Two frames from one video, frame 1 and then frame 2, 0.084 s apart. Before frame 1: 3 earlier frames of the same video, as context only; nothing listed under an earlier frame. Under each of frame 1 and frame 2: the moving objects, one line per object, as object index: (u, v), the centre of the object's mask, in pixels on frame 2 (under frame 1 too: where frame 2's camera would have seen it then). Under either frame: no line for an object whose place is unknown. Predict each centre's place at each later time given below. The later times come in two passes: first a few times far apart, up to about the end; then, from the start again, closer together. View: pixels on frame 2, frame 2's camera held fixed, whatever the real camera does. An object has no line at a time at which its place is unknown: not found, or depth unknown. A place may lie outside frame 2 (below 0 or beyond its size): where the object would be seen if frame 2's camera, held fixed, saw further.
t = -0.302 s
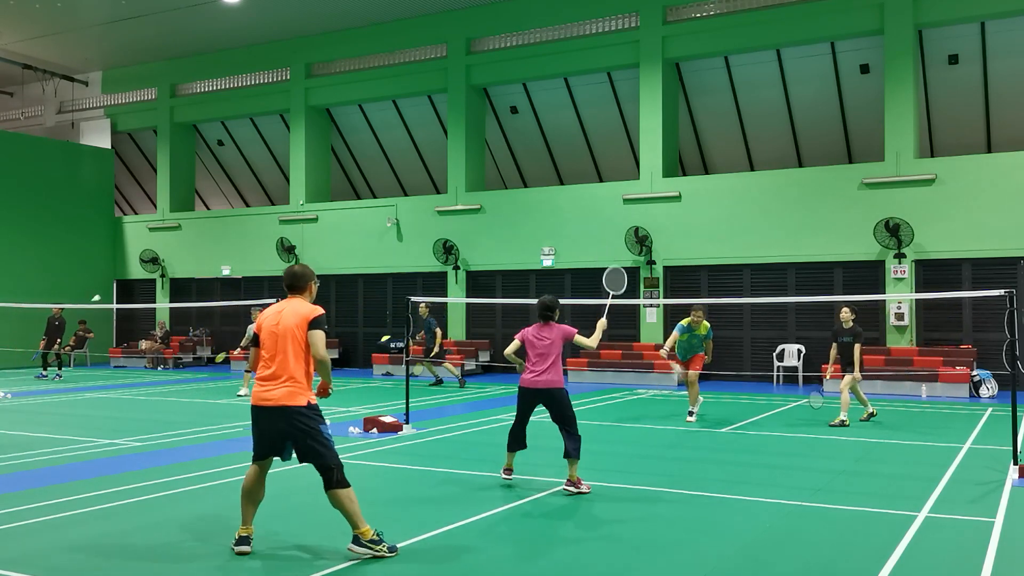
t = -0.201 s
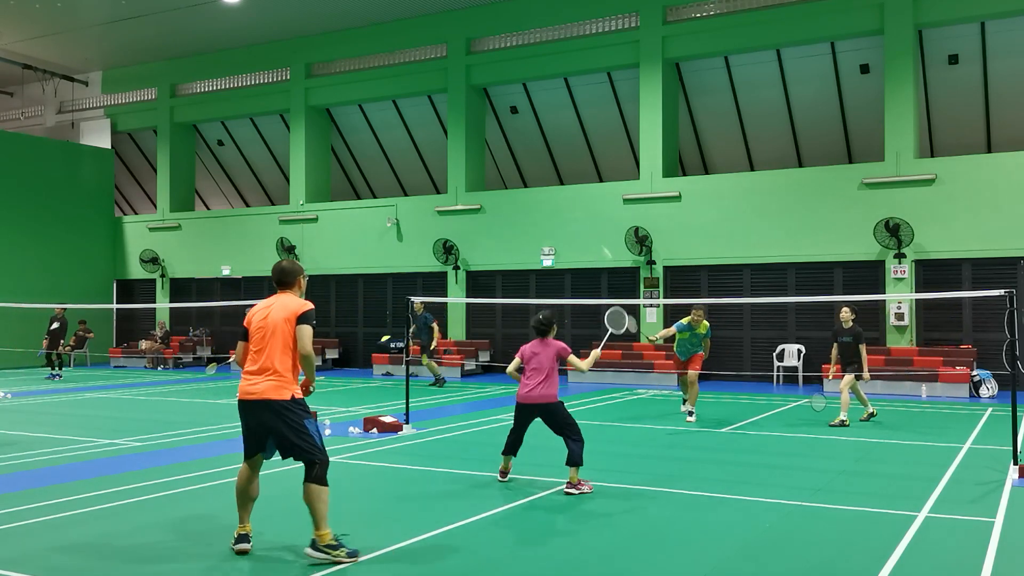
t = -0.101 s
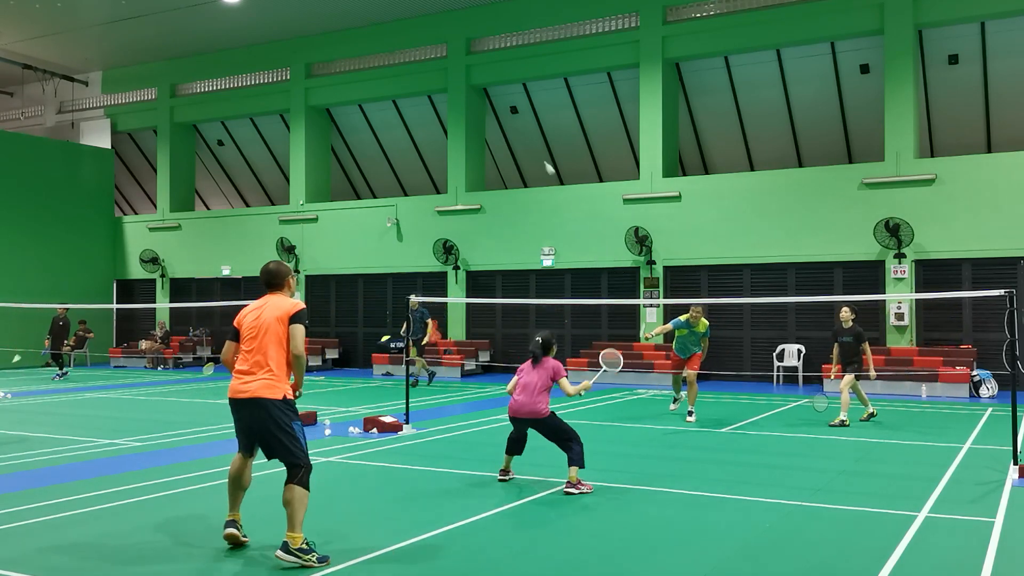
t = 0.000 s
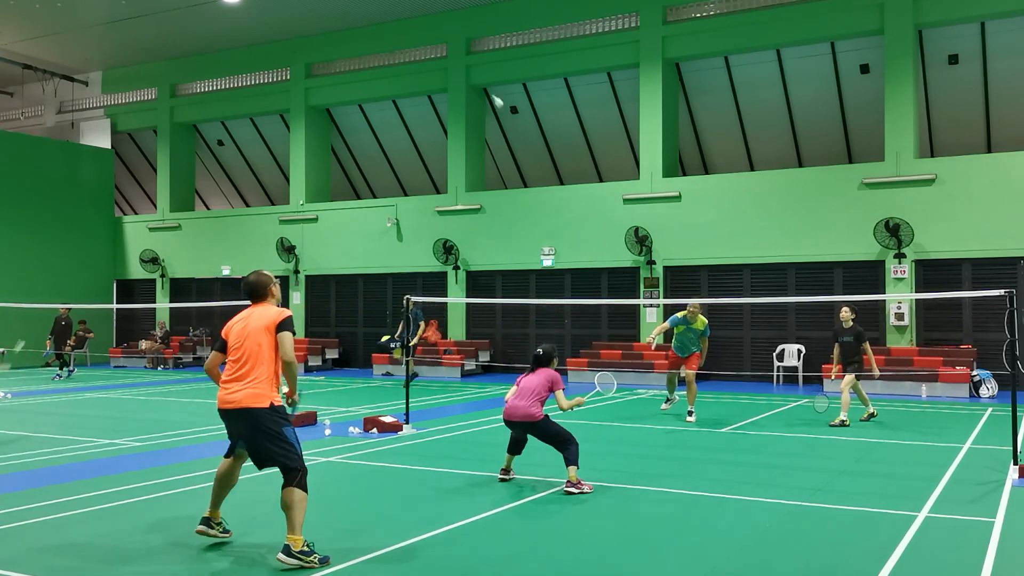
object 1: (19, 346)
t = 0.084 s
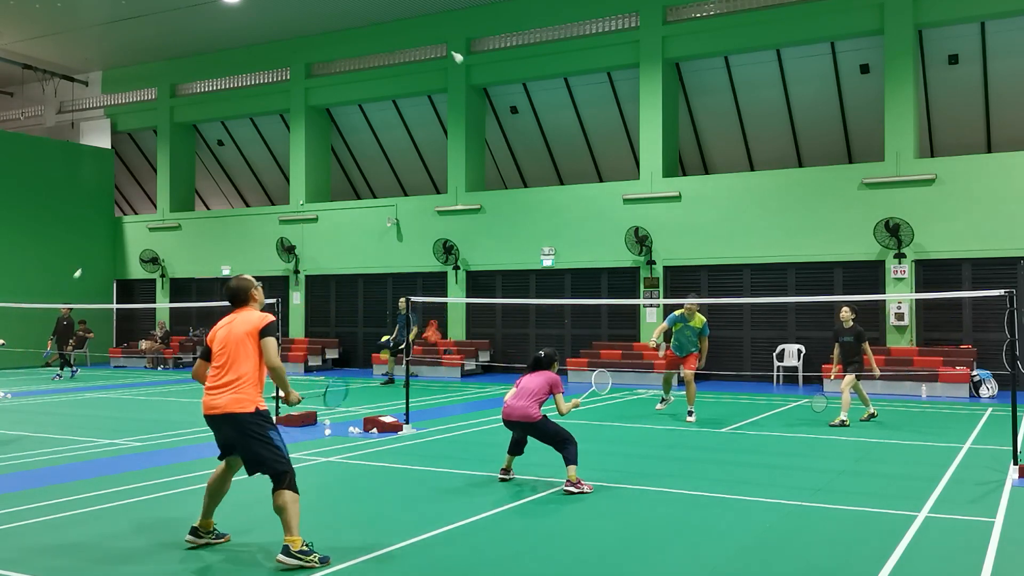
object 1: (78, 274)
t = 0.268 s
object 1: (149, 201)
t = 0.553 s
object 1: (208, 173)
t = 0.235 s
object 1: (138, 209)
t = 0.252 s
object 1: (144, 205)
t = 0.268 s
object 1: (149, 201)
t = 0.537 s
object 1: (205, 173)
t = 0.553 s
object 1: (208, 173)
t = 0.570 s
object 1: (210, 173)
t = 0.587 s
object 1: (213, 174)
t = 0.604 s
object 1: (215, 174)
